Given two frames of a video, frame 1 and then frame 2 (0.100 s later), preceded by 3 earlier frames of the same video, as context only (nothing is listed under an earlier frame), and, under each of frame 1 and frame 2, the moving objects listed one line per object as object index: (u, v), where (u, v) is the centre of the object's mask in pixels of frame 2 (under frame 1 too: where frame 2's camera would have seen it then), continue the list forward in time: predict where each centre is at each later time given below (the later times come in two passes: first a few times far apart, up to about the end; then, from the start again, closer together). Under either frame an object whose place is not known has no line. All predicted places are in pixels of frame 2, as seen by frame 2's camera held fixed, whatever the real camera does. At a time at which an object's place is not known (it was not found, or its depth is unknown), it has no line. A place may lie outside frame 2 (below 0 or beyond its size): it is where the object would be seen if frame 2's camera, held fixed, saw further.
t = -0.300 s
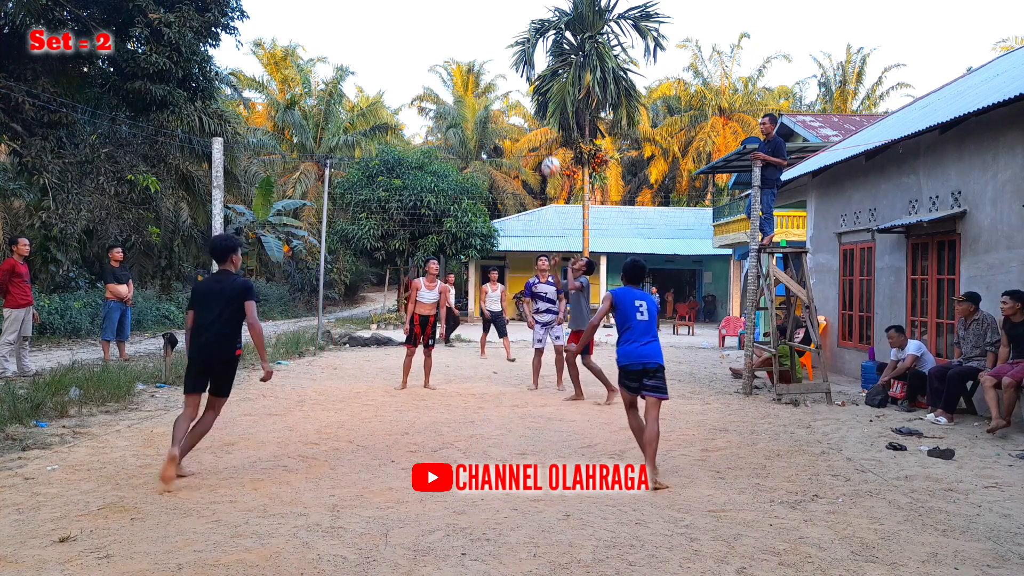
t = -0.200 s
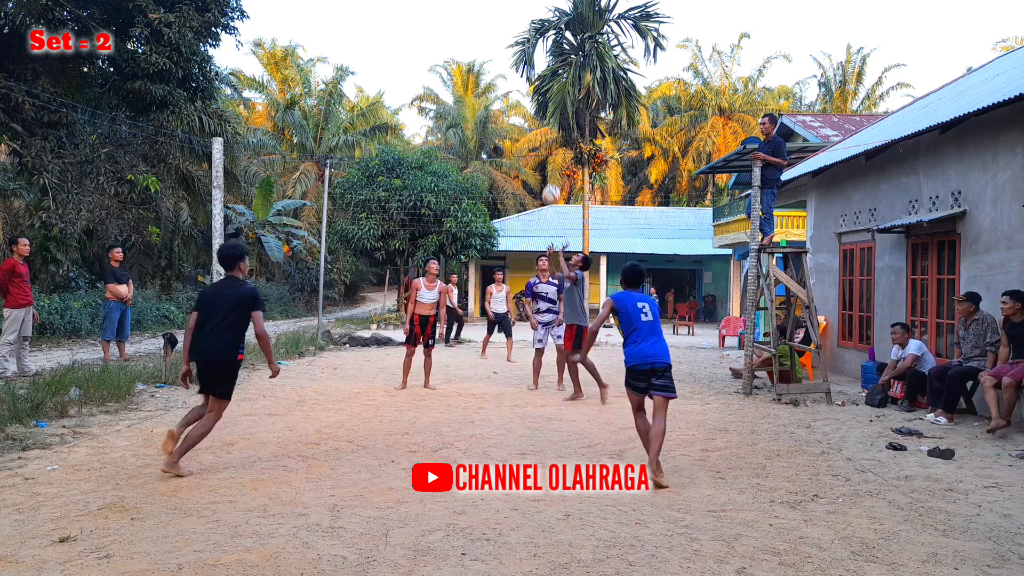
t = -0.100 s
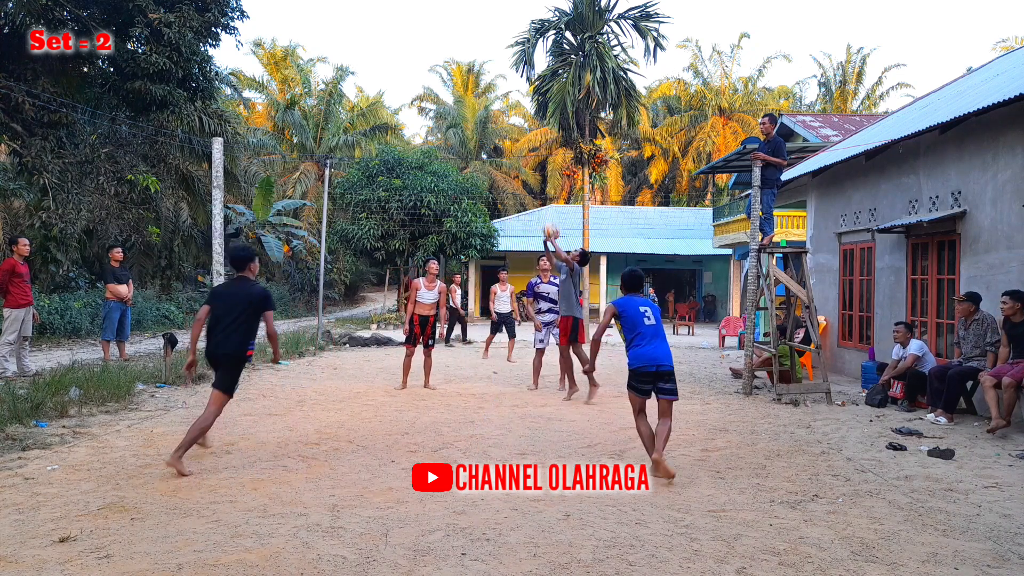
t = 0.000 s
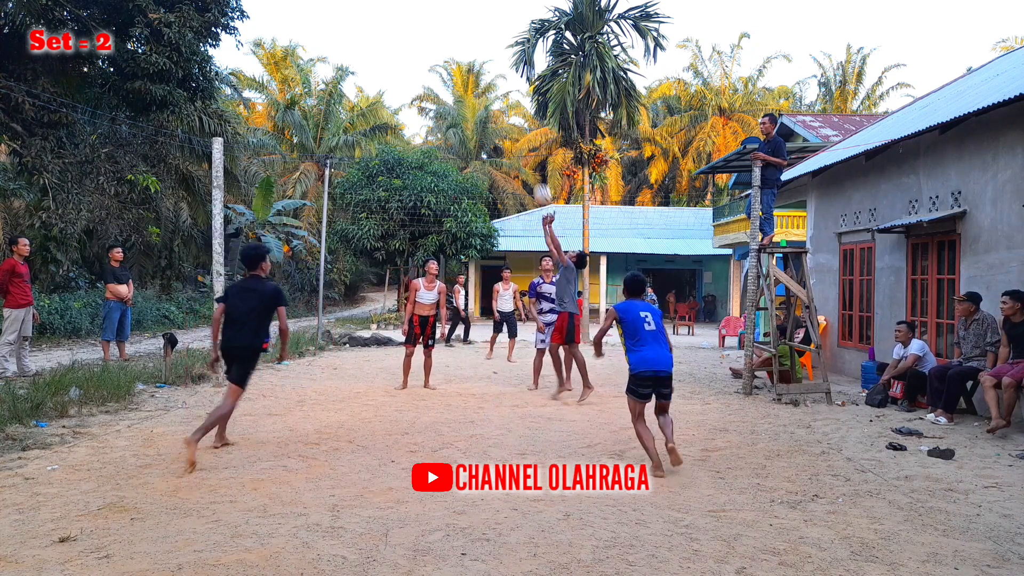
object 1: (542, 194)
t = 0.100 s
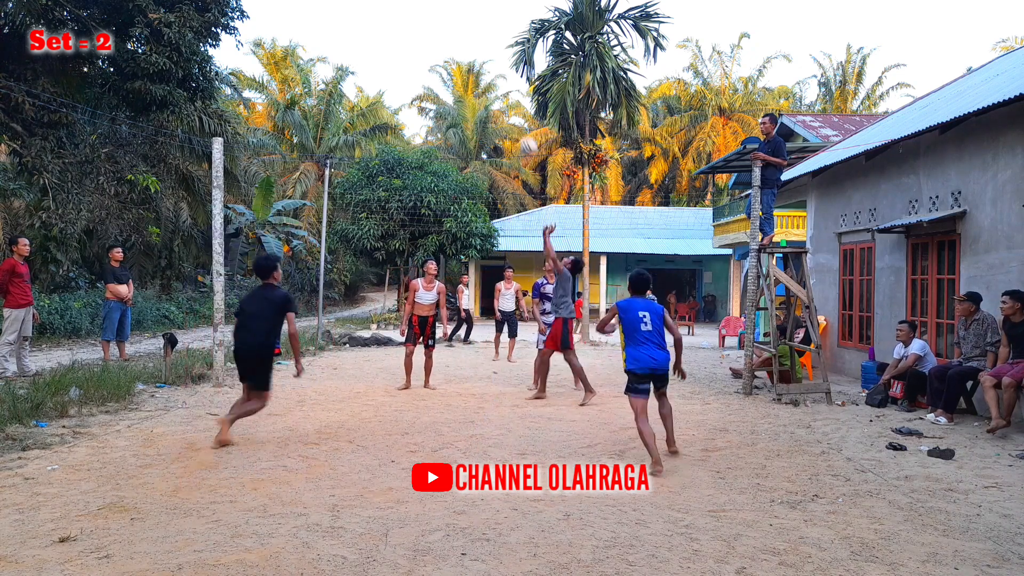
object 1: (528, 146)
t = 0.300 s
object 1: (501, 78)
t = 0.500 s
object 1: (476, 42)
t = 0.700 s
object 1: (450, 40)
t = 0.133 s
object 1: (524, 133)
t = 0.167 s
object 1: (519, 119)
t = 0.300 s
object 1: (501, 78)
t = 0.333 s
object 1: (497, 70)
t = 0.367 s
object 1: (492, 62)
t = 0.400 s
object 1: (488, 56)
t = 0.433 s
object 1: (484, 50)
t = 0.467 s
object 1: (480, 45)
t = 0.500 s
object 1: (476, 42)
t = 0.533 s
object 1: (471, 39)
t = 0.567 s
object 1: (467, 37)
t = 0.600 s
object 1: (463, 37)
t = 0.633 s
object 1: (459, 36)
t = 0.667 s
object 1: (454, 38)
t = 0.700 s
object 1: (450, 40)
